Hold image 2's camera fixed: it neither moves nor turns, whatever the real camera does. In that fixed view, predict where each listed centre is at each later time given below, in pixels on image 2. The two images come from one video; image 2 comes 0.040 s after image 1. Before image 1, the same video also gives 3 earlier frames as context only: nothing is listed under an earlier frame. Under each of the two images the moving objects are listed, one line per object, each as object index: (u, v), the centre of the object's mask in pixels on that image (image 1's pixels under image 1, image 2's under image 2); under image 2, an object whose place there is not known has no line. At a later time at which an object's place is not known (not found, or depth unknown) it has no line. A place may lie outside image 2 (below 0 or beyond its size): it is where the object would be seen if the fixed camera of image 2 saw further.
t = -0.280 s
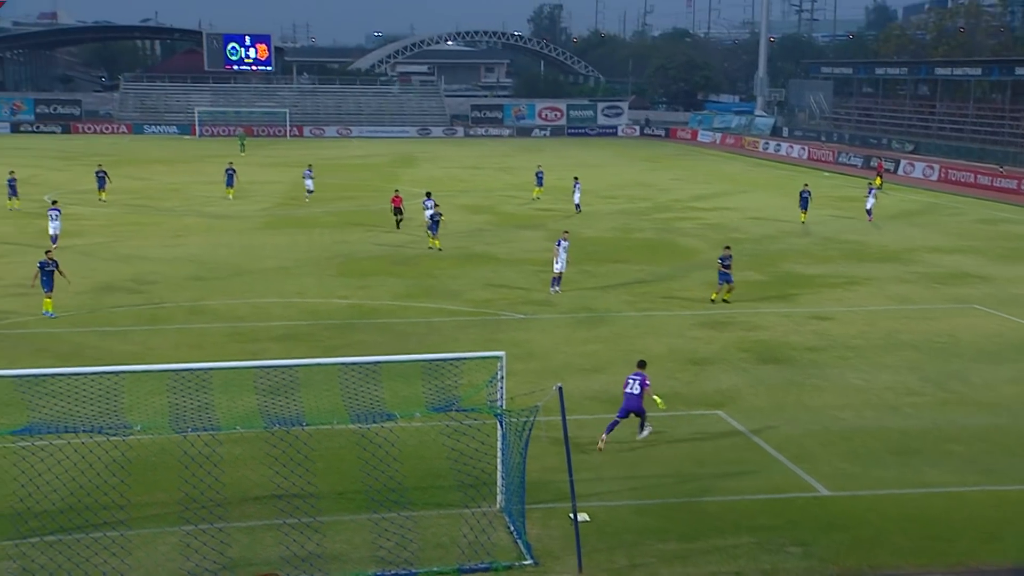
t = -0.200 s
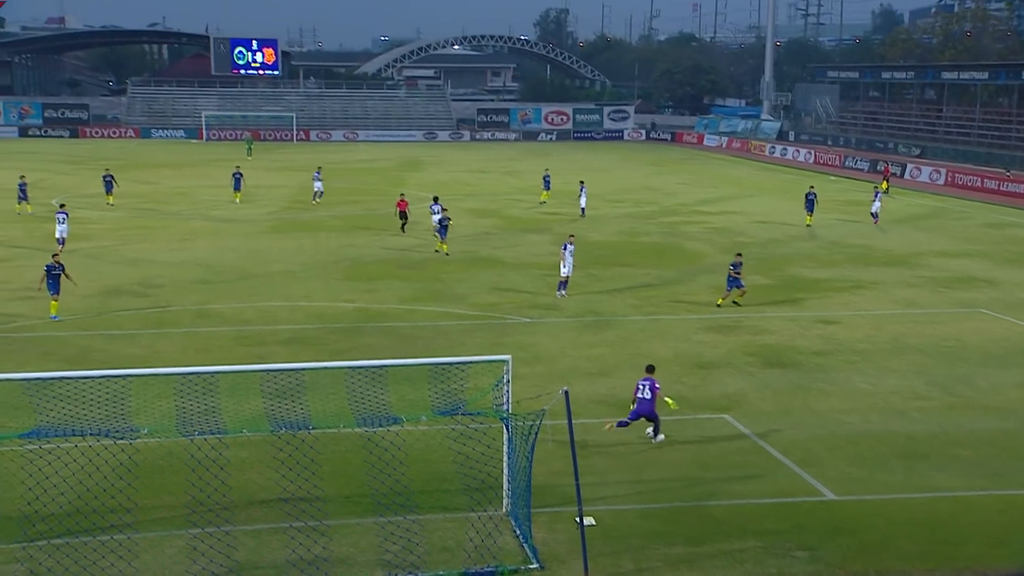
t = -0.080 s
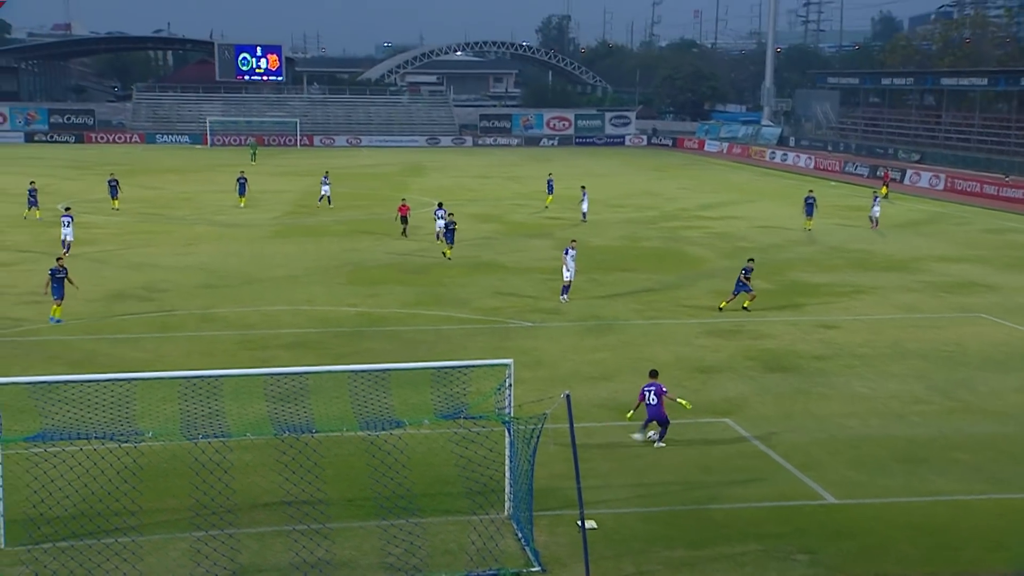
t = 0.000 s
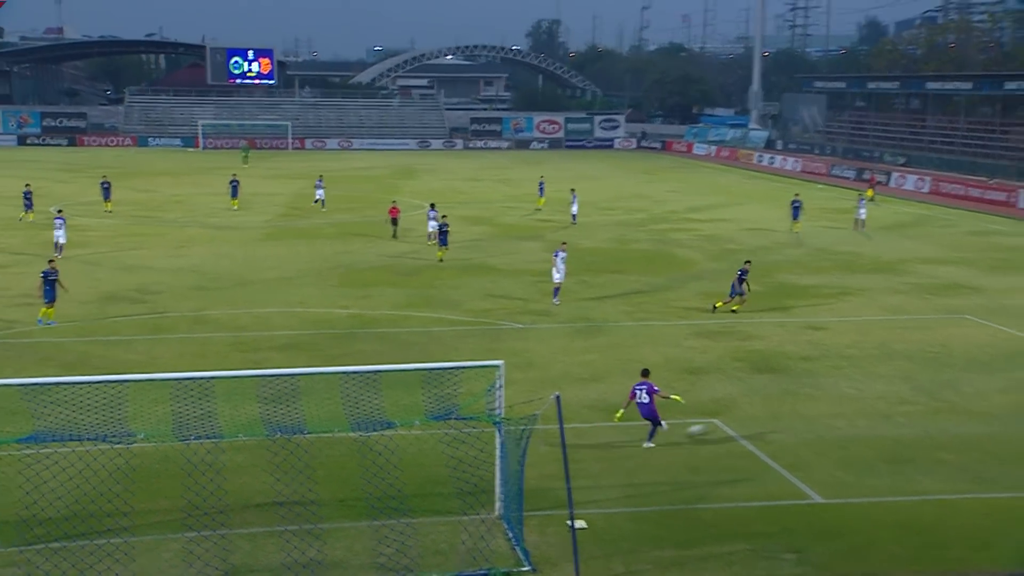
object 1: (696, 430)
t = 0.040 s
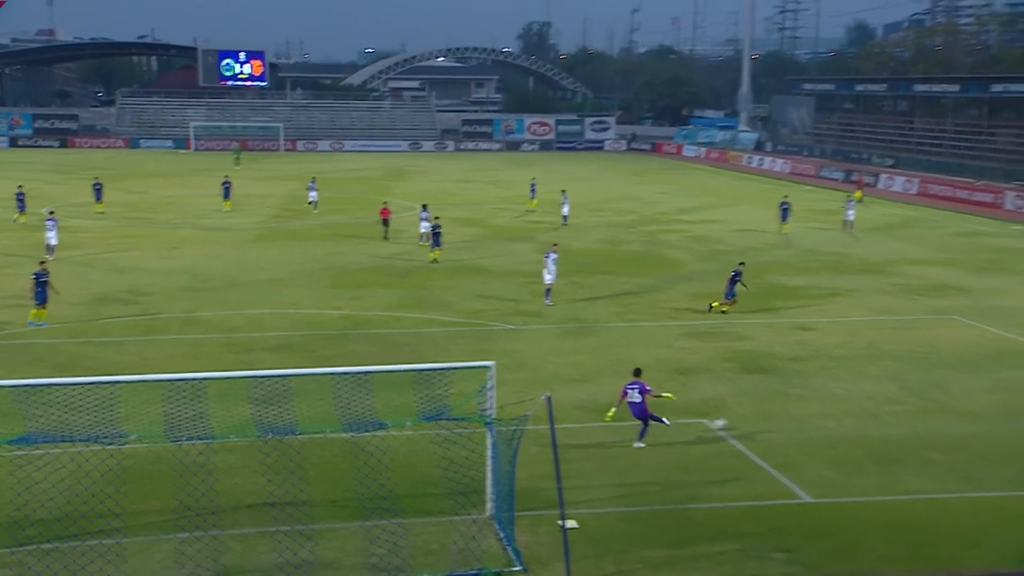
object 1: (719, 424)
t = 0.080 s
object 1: (751, 421)
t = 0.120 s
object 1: (782, 417)
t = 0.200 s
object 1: (837, 410)
